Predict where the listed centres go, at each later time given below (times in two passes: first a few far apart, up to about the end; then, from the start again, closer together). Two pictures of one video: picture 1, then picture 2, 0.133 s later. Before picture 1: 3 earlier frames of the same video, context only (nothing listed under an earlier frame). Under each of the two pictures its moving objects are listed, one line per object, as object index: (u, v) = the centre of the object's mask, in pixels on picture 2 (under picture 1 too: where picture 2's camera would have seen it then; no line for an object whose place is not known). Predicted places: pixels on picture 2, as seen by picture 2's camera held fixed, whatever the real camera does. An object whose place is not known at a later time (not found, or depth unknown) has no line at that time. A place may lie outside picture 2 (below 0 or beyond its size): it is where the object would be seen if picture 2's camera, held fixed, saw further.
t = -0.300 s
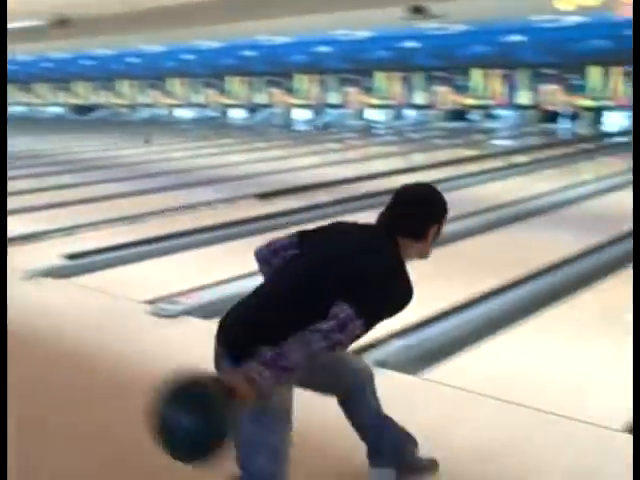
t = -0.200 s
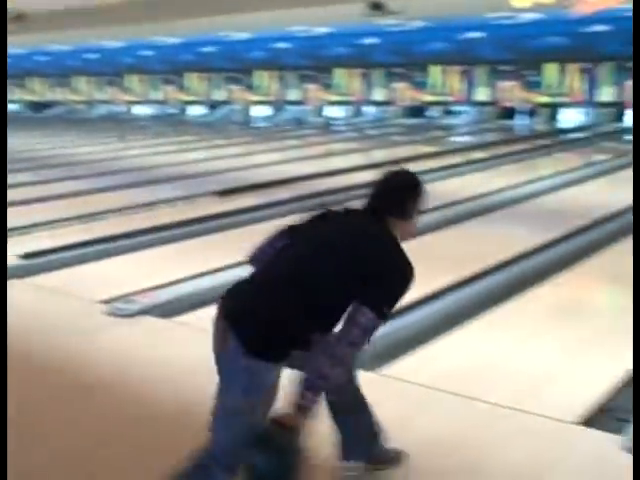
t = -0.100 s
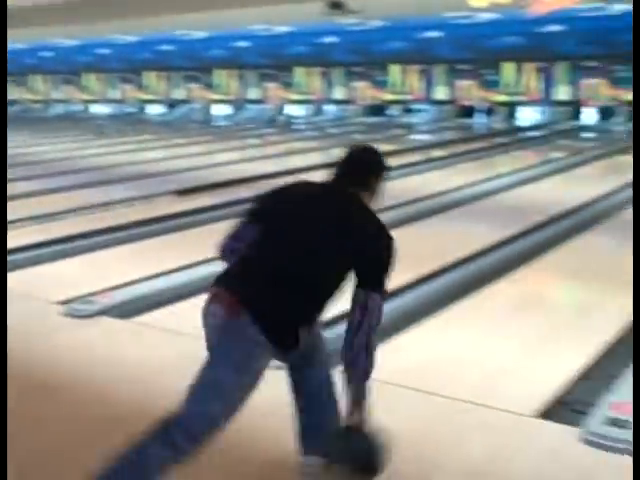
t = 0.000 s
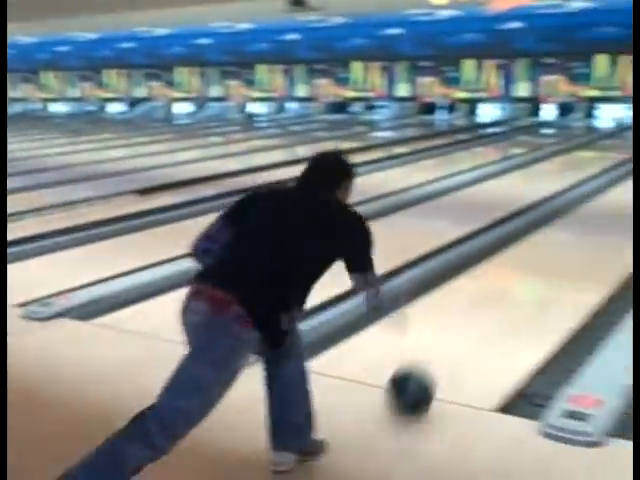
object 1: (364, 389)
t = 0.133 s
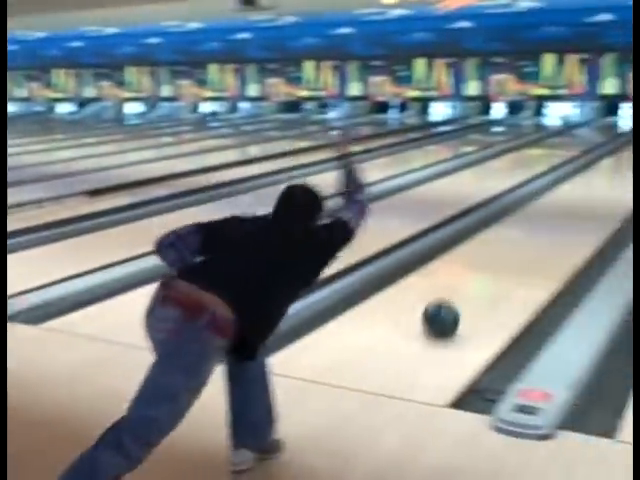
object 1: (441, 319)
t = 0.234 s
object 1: (481, 284)
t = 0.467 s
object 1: (540, 229)
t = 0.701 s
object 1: (577, 196)
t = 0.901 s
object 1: (599, 176)
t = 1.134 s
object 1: (617, 159)
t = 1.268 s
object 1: (625, 152)
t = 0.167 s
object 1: (456, 306)
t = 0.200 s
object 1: (468, 295)
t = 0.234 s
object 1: (481, 284)
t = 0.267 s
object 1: (491, 273)
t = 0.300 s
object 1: (501, 265)
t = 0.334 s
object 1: (510, 256)
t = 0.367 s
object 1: (519, 248)
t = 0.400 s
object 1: (527, 241)
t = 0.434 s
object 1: (534, 235)
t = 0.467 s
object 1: (540, 229)
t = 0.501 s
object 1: (546, 223)
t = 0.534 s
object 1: (552, 218)
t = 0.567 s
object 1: (558, 213)
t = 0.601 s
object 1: (563, 208)
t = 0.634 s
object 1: (568, 203)
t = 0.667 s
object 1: (573, 199)
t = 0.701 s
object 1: (577, 196)
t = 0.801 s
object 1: (589, 185)
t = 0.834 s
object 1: (592, 181)
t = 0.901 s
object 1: (599, 176)
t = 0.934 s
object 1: (602, 173)
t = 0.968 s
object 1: (605, 171)
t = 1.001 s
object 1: (608, 168)
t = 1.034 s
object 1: (610, 165)
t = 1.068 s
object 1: (613, 163)
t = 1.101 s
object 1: (615, 161)
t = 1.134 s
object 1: (617, 159)
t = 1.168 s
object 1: (619, 157)
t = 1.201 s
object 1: (621, 155)
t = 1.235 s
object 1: (623, 155)
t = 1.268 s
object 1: (625, 152)
